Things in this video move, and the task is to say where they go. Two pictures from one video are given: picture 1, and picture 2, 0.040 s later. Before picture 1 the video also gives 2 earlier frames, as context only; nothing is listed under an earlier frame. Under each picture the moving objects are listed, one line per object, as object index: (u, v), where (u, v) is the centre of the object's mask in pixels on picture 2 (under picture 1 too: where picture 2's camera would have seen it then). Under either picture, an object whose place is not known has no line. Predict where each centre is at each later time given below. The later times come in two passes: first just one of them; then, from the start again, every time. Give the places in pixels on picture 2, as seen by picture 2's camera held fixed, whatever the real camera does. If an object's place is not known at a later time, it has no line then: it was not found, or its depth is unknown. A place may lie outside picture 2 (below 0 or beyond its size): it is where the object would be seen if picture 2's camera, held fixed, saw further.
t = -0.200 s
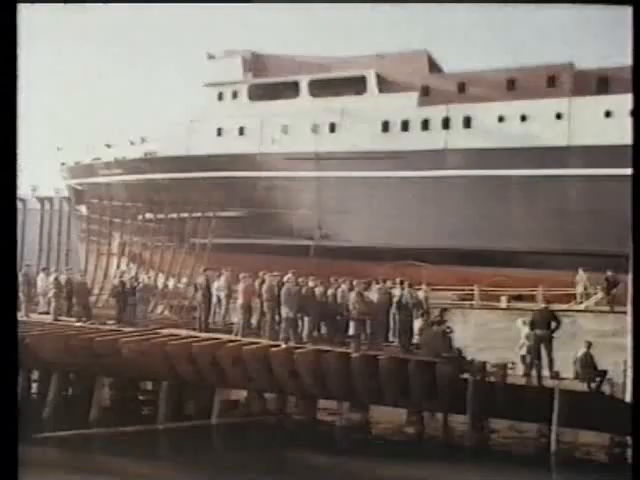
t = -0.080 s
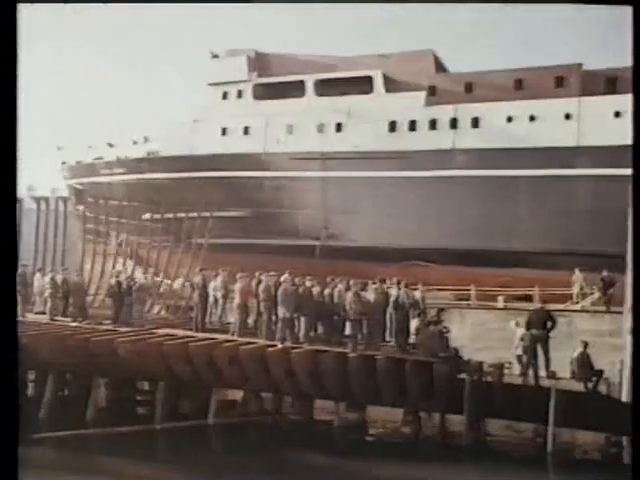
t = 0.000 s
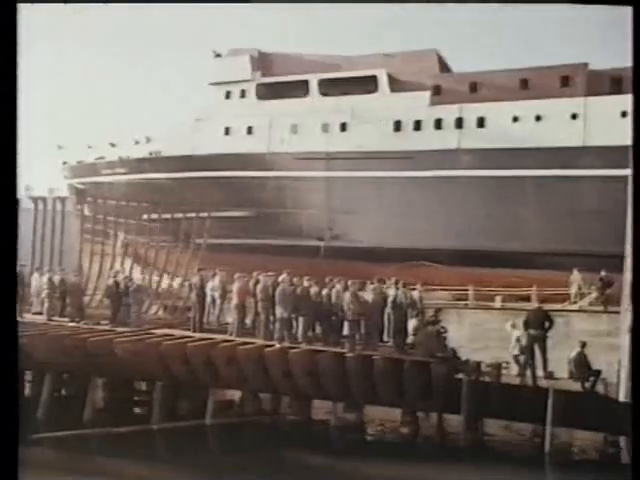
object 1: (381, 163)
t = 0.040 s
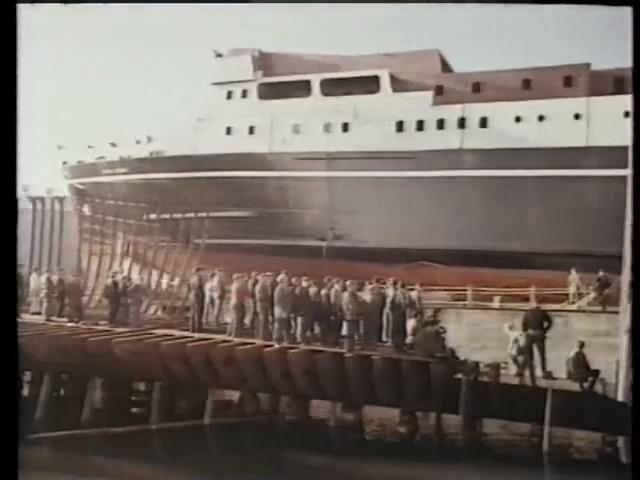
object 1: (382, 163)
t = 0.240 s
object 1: (386, 162)
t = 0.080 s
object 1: (383, 162)
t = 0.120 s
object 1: (384, 162)
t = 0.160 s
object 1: (384, 162)
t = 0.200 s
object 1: (386, 162)
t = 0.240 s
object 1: (386, 162)
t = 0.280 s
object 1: (387, 162)
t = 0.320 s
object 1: (387, 162)
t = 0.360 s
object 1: (394, 162)
